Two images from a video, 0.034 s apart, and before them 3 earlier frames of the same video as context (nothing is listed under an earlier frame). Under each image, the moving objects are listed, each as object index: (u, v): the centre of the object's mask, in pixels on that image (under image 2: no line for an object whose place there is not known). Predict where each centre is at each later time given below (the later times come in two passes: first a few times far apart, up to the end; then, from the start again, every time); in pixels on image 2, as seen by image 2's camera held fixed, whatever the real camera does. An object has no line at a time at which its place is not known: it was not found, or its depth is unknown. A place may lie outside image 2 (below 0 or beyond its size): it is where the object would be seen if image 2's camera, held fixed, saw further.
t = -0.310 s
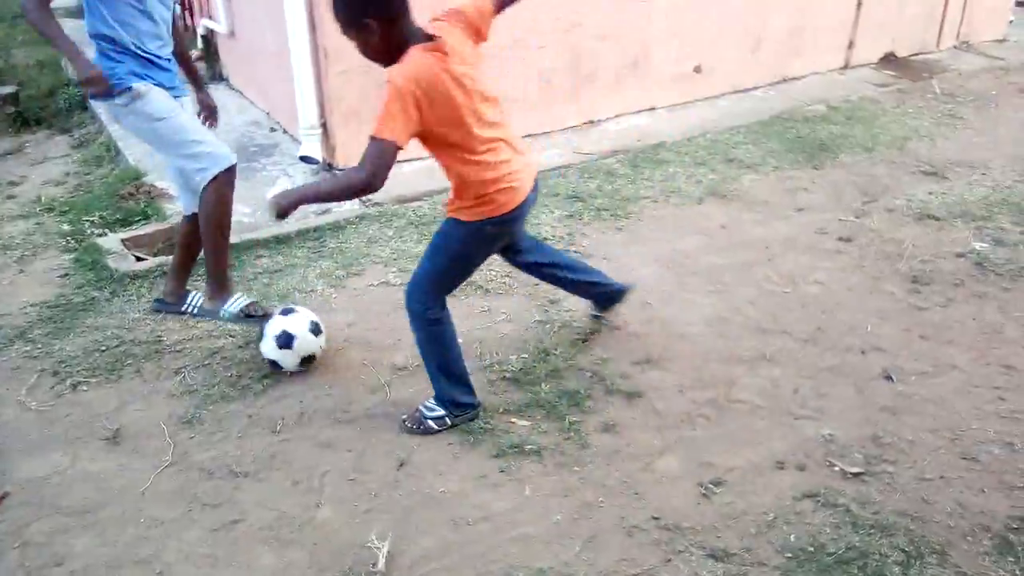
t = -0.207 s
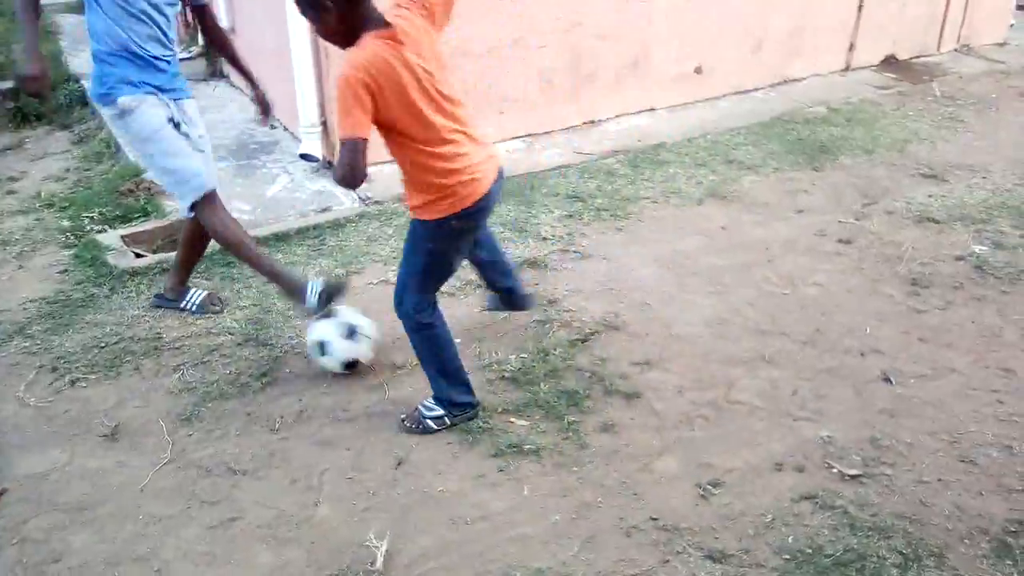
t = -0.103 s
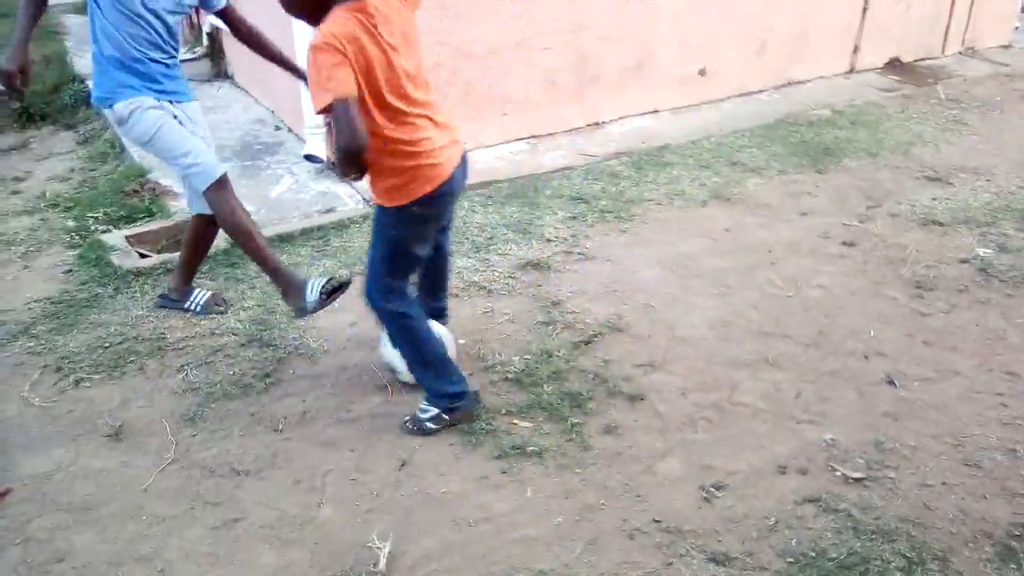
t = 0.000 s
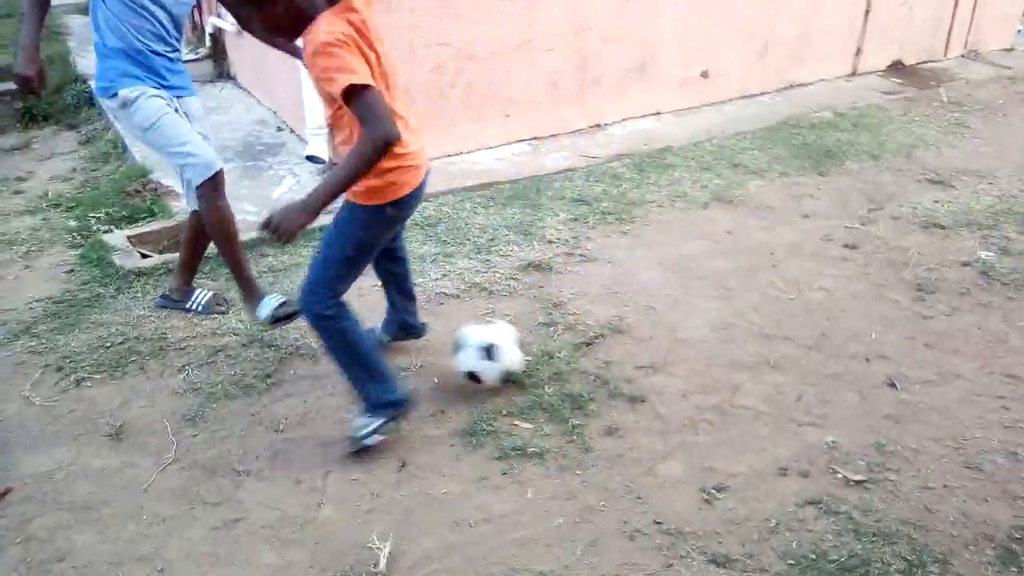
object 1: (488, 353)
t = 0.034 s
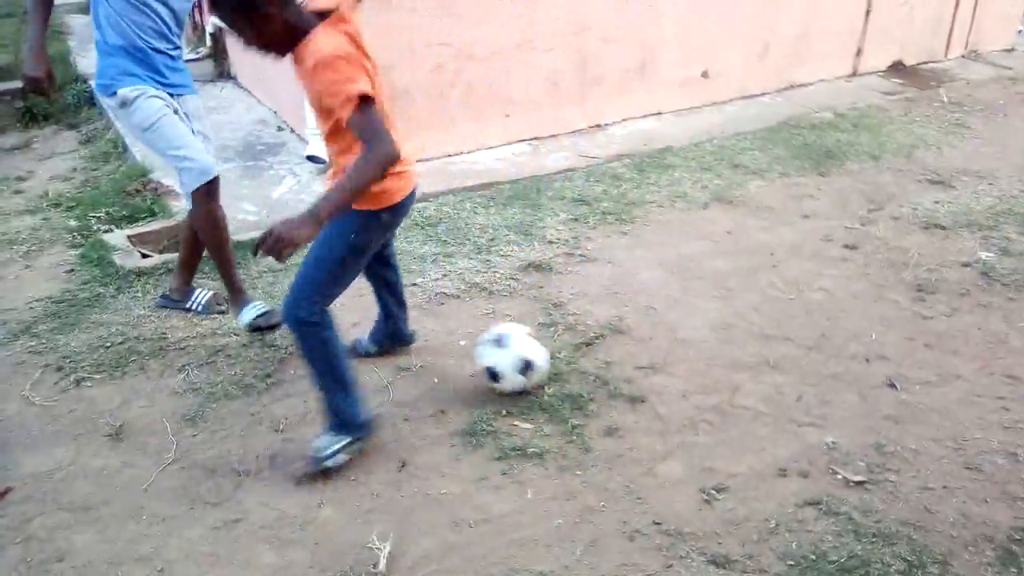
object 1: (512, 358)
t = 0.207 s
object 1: (617, 351)
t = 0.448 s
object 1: (765, 387)
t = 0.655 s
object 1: (896, 408)
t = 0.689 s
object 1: (919, 408)
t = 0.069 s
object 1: (535, 362)
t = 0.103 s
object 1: (555, 356)
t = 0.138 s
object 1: (574, 350)
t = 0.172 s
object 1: (595, 348)
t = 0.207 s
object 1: (617, 351)
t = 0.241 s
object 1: (637, 357)
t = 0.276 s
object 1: (658, 365)
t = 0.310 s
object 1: (679, 378)
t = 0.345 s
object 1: (700, 389)
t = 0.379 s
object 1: (721, 386)
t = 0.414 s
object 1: (744, 385)
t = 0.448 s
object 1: (765, 387)
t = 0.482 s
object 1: (786, 393)
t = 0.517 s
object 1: (807, 400)
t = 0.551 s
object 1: (830, 399)
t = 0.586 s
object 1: (852, 402)
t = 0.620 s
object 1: (874, 407)
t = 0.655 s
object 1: (896, 408)
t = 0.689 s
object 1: (919, 408)
